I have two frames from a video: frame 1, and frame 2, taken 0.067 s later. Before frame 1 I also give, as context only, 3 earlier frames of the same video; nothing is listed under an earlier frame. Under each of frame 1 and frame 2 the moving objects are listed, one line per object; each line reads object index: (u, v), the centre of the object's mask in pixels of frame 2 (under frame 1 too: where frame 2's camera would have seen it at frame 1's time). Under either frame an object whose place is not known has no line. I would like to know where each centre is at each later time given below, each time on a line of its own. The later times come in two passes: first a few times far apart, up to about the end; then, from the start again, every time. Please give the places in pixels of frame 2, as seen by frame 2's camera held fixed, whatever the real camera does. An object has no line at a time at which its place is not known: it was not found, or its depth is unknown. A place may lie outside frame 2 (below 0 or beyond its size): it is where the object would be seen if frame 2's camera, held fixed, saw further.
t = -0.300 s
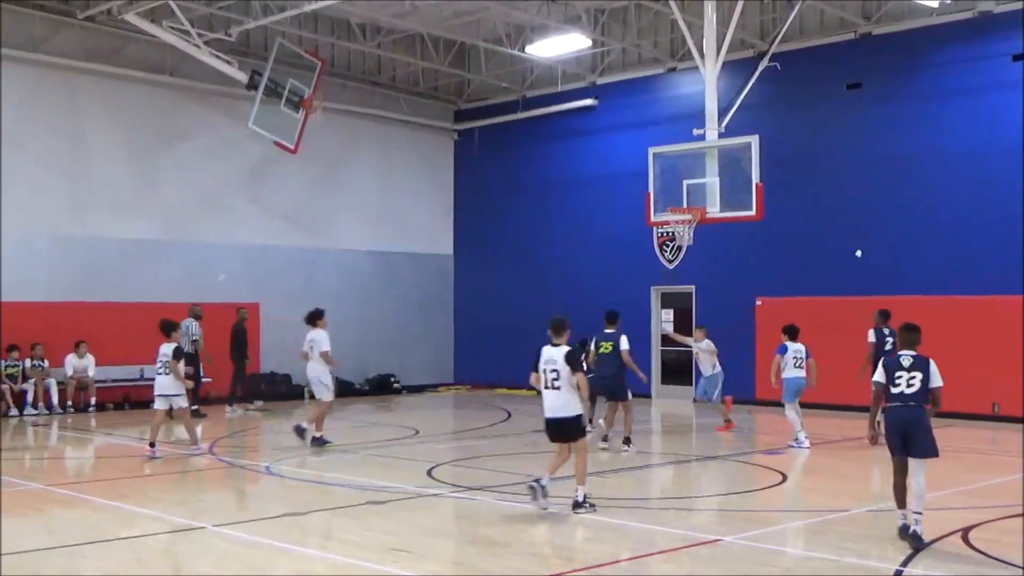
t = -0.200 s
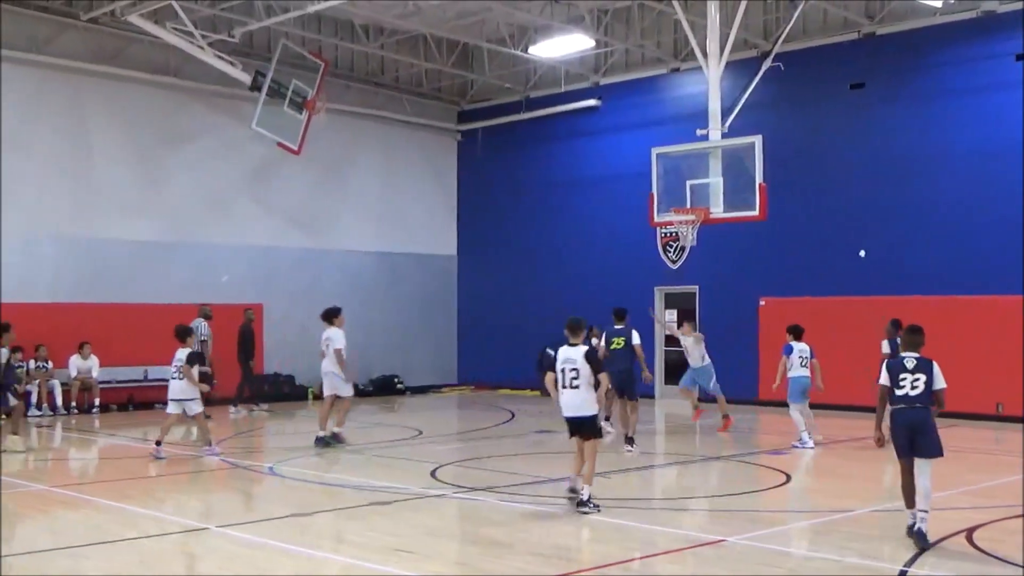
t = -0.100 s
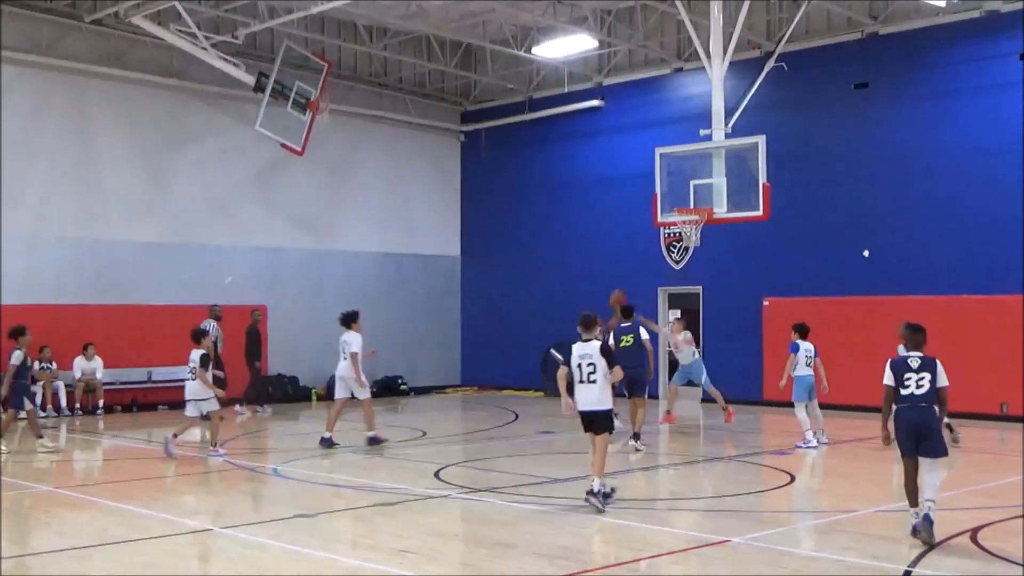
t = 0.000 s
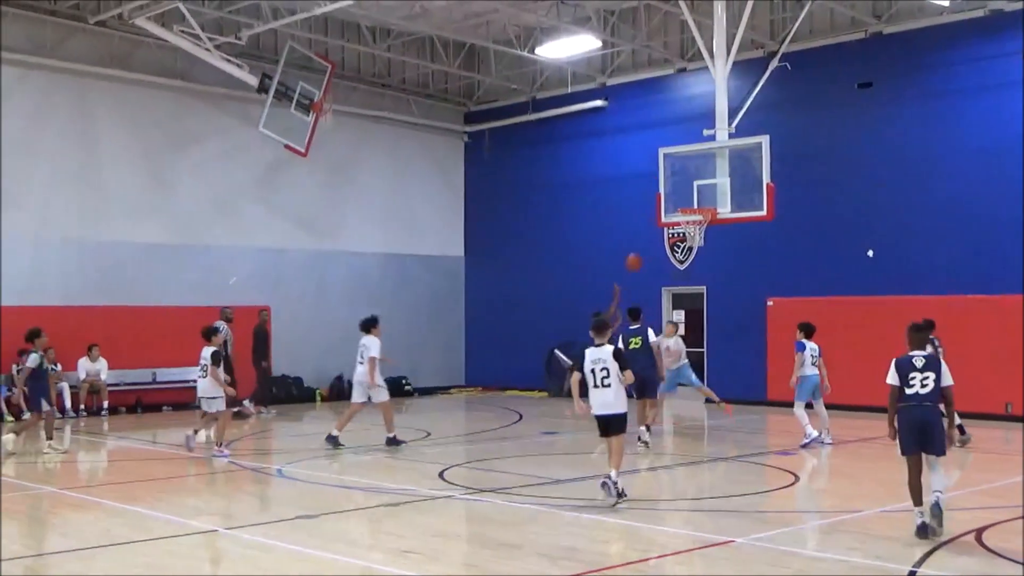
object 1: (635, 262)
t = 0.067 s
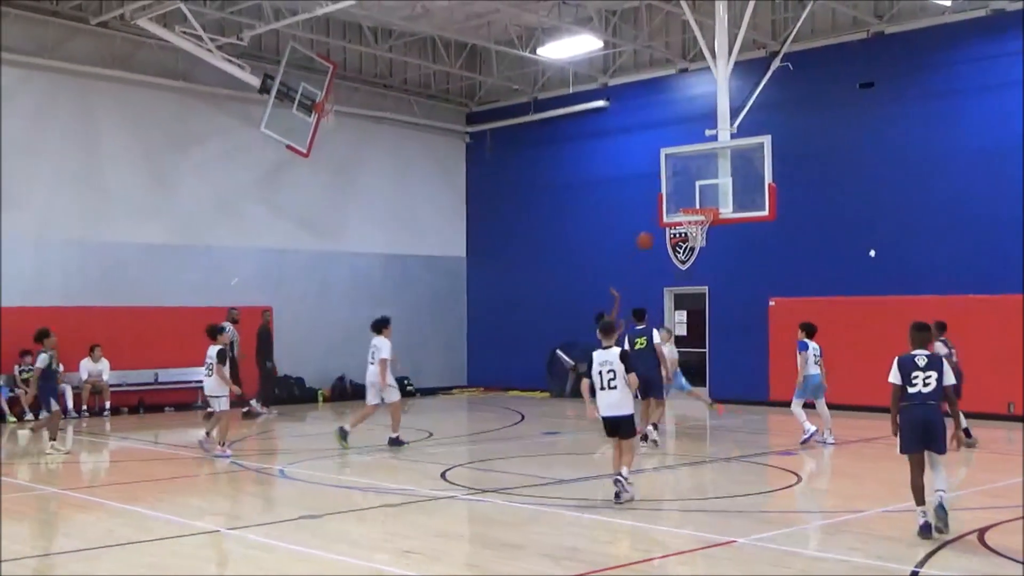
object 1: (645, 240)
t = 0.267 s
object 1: (673, 196)
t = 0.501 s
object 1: (682, 185)
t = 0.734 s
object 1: (689, 212)
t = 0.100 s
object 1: (649, 231)
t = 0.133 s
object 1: (654, 222)
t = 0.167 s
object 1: (658, 215)
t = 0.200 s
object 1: (663, 207)
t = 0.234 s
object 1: (666, 202)
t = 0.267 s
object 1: (673, 196)
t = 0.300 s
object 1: (676, 191)
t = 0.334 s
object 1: (680, 187)
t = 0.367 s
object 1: (681, 185)
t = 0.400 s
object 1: (681, 184)
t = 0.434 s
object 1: (681, 184)
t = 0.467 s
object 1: (682, 185)
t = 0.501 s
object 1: (682, 185)
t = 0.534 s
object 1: (683, 186)
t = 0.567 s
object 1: (684, 191)
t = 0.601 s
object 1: (685, 195)
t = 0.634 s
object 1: (686, 199)
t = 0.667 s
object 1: (687, 202)
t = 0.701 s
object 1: (689, 210)
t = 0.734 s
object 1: (689, 212)
